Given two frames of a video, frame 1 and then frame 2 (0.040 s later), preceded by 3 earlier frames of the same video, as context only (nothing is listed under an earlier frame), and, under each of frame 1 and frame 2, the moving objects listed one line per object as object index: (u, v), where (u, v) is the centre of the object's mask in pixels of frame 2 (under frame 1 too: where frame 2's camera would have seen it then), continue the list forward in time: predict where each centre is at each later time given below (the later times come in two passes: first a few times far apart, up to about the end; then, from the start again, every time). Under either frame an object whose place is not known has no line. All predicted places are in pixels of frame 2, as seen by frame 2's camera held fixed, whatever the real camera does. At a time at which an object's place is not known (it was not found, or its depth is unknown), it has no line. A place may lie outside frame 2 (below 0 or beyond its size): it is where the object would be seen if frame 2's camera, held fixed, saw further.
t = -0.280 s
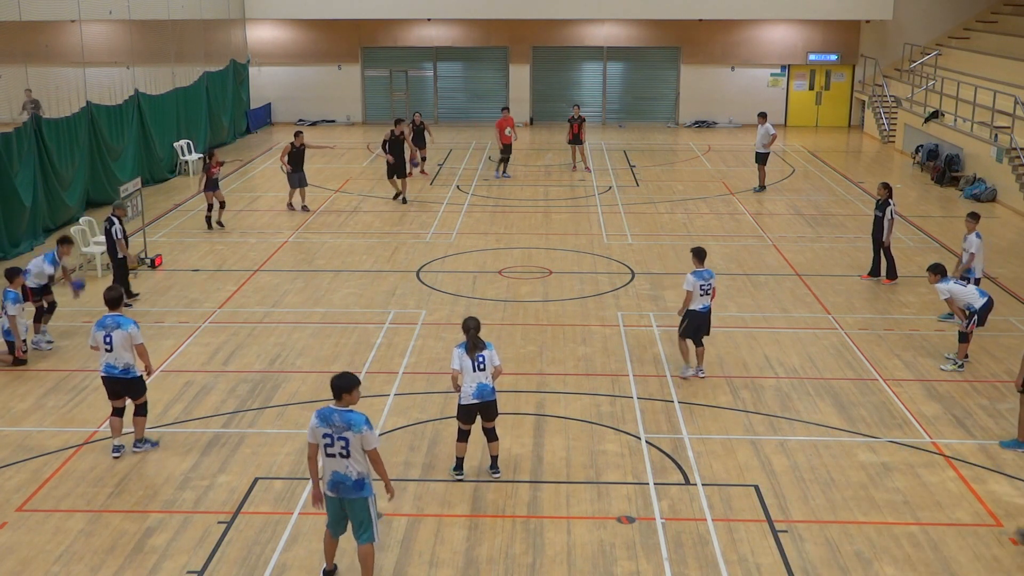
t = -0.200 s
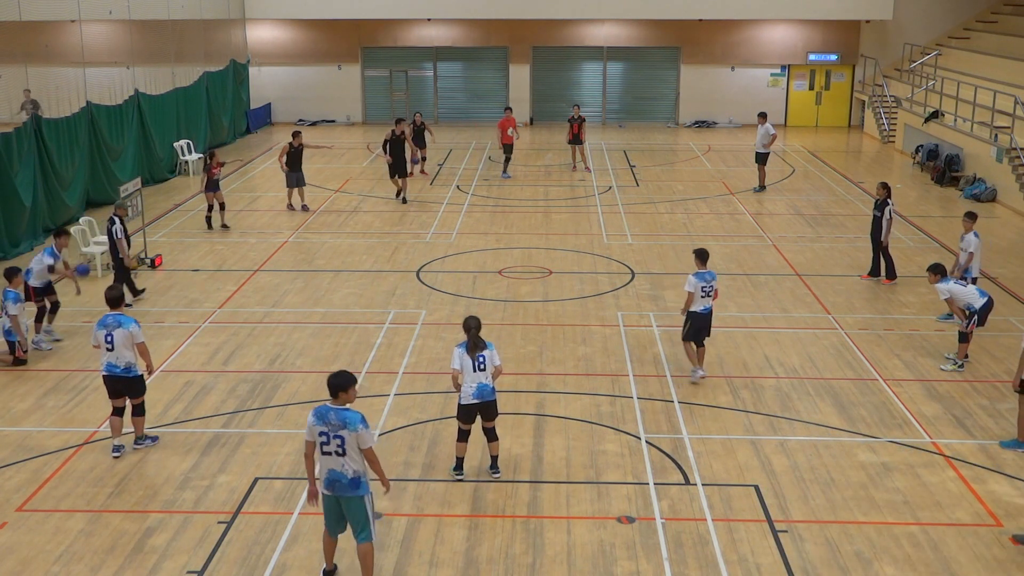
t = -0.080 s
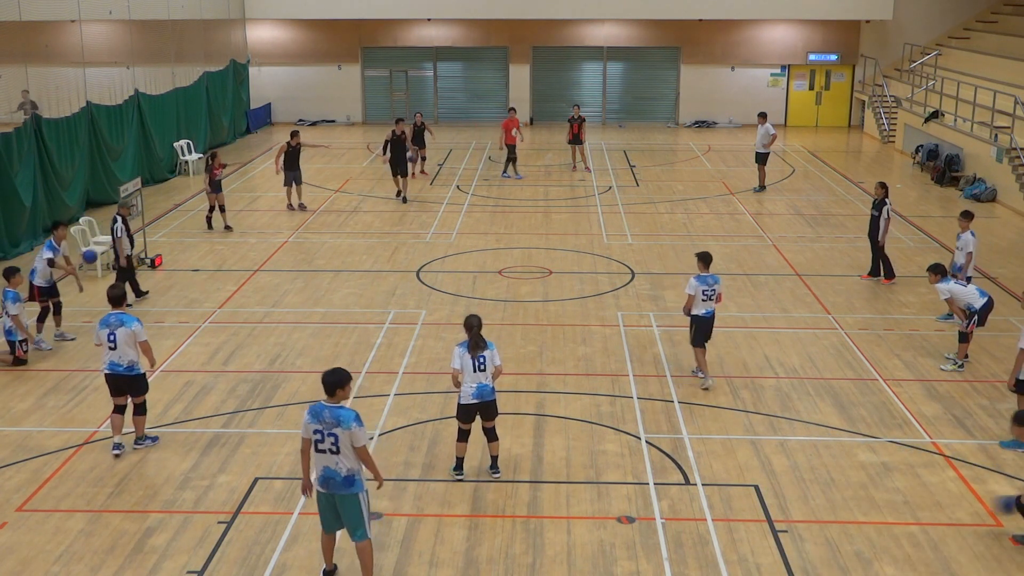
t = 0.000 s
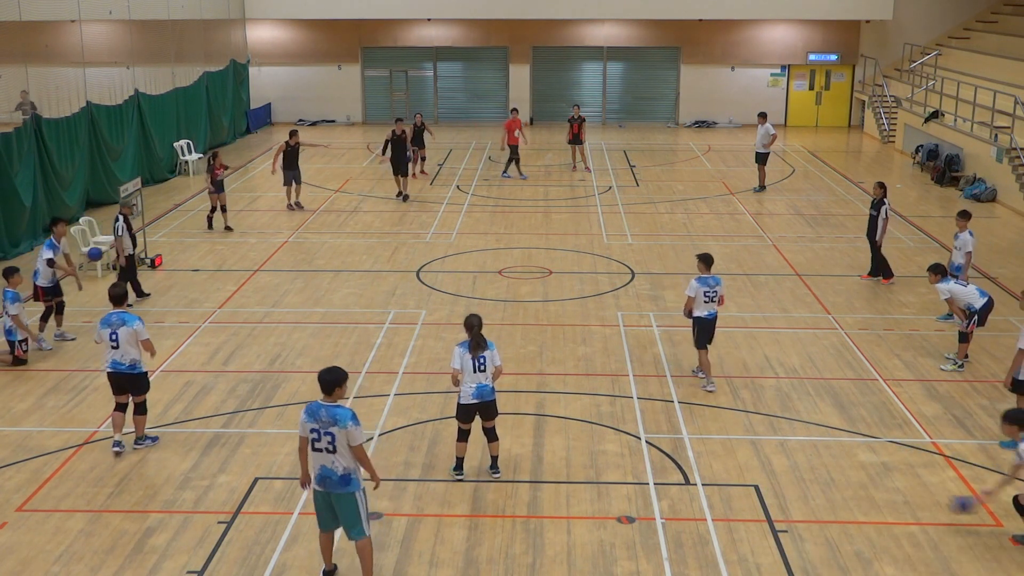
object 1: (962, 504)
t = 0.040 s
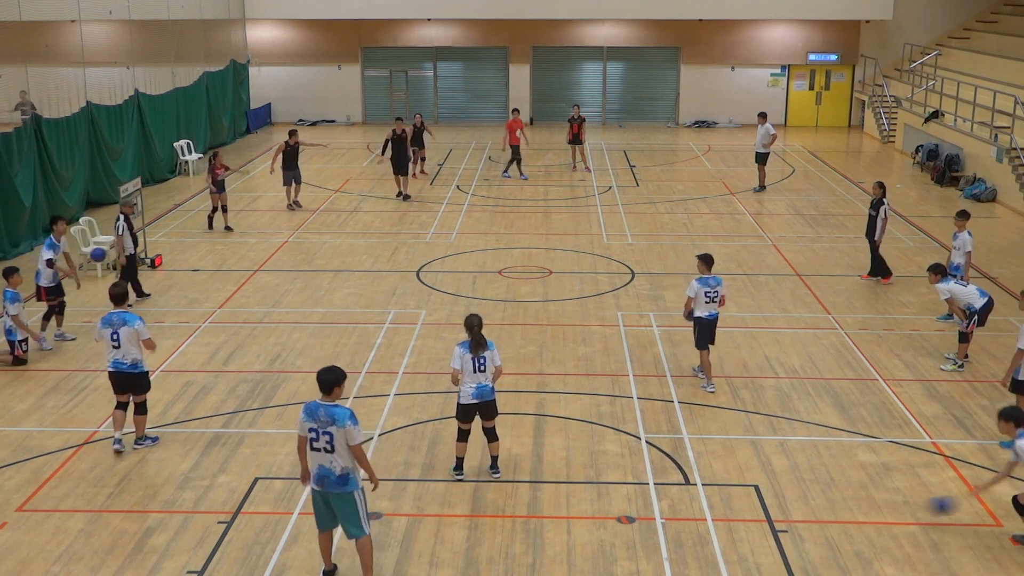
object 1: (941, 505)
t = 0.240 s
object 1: (850, 502)
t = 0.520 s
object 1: (751, 499)
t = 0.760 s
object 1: (675, 492)
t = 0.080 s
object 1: (920, 507)
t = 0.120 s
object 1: (898, 512)
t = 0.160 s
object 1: (878, 515)
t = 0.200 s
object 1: (864, 507)
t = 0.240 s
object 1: (850, 502)
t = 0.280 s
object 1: (836, 497)
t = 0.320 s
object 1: (821, 495)
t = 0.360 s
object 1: (807, 494)
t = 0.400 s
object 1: (793, 495)
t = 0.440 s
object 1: (779, 497)
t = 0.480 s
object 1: (765, 502)
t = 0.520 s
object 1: (751, 499)
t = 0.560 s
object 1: (739, 495)
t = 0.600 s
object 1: (726, 492)
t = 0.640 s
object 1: (713, 491)
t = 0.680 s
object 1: (700, 492)
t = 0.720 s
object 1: (688, 495)
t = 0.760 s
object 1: (675, 492)
